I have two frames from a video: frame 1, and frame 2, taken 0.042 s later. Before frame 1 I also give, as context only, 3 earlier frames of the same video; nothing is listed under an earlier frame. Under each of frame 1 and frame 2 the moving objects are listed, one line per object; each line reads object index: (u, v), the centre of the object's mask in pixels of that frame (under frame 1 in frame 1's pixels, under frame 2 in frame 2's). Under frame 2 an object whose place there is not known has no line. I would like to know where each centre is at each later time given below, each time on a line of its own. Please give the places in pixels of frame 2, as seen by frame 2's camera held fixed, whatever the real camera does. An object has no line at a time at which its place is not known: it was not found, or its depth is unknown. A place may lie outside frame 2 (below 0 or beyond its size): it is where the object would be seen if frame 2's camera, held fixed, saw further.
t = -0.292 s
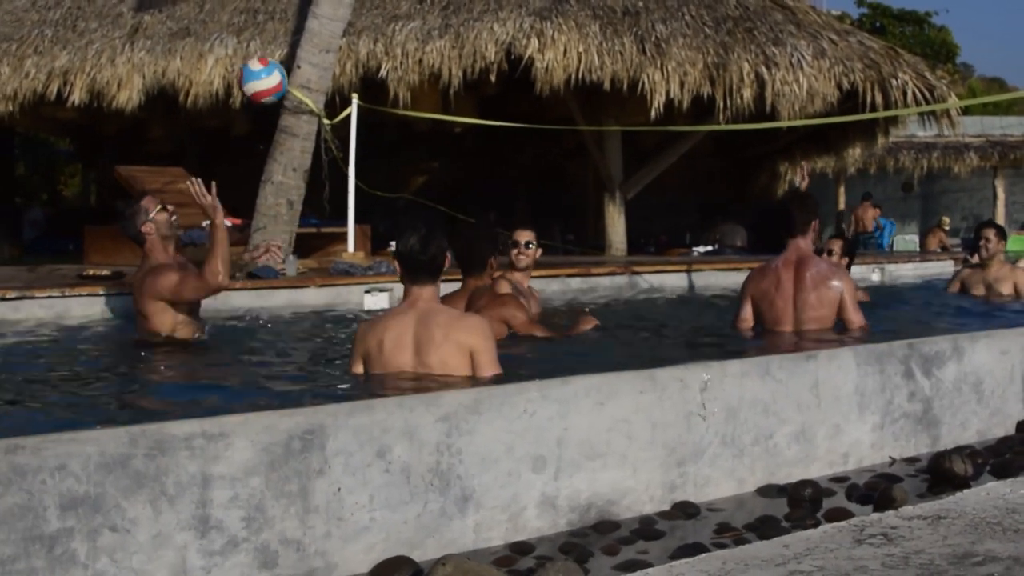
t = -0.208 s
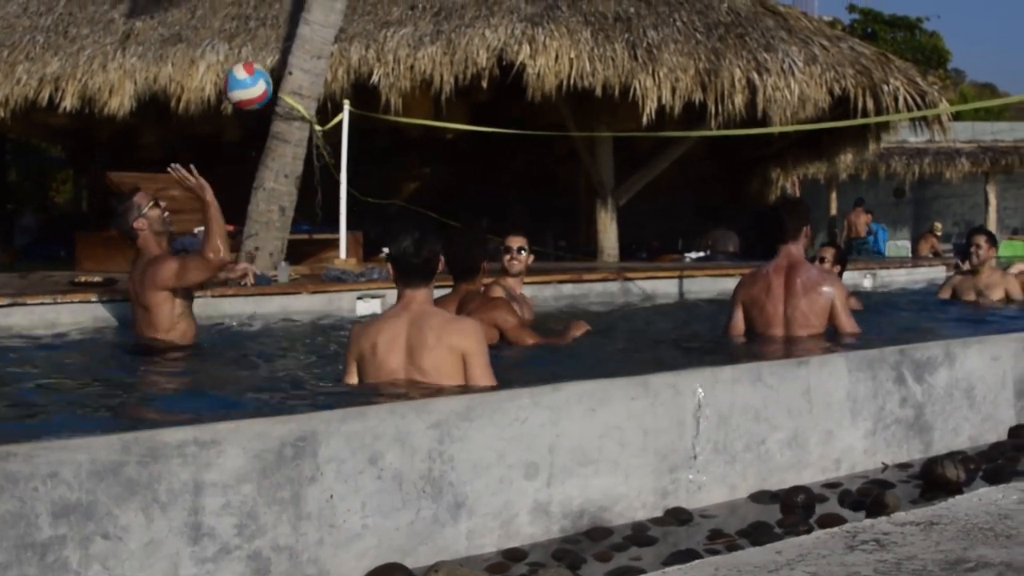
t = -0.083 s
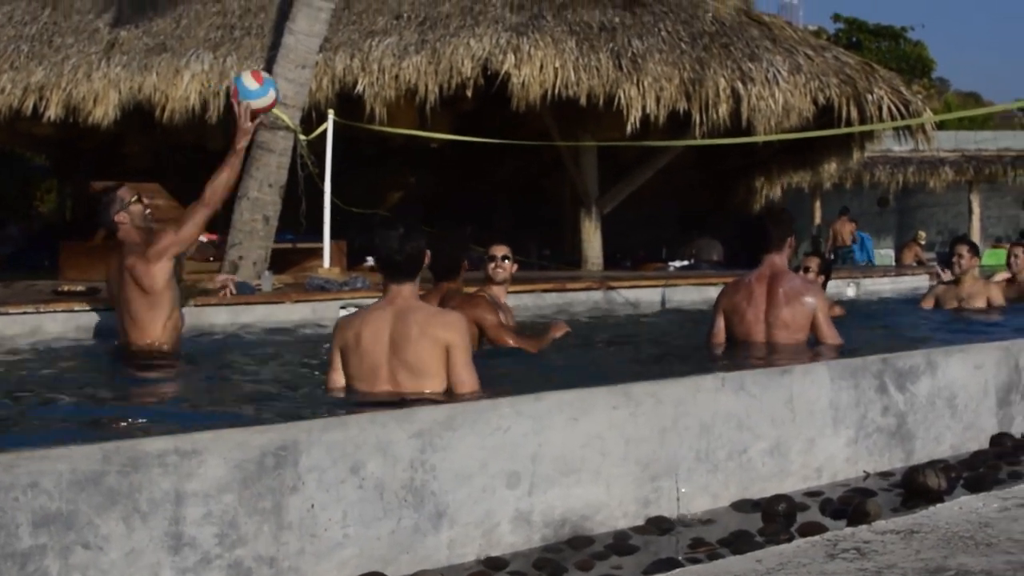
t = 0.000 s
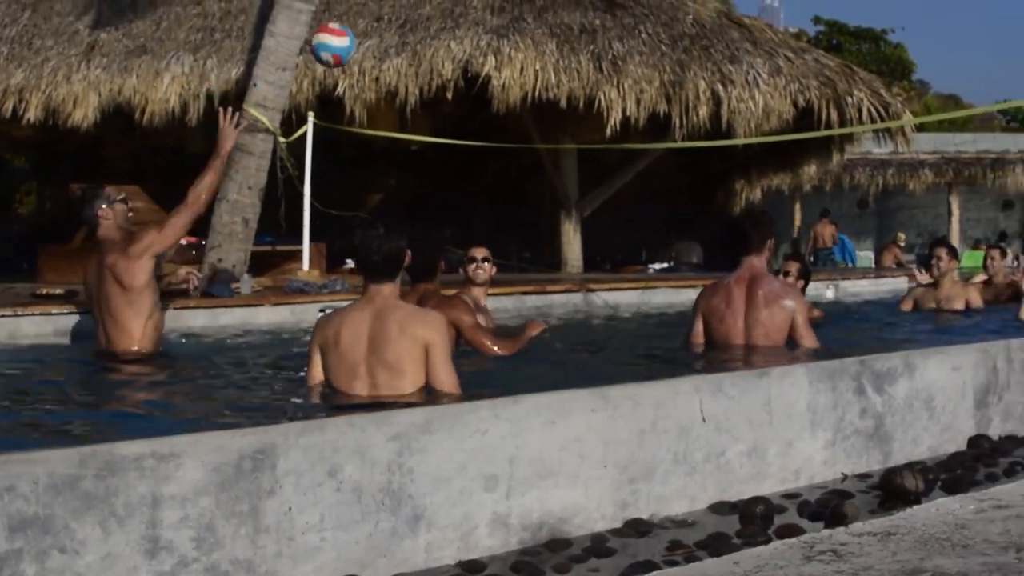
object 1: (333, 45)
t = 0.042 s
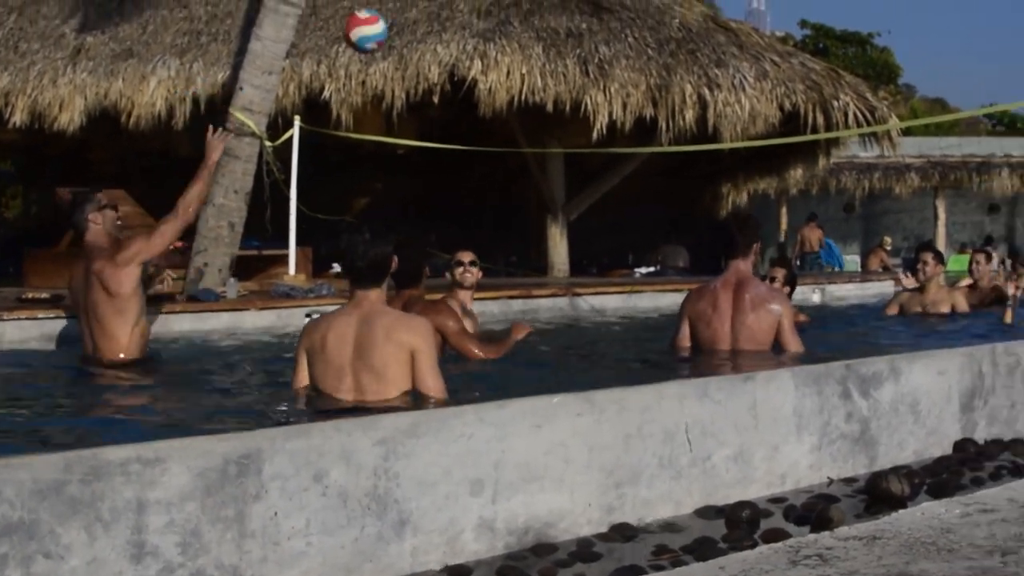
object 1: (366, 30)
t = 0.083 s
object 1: (403, 18)
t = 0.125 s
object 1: (438, 12)
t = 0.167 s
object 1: (470, 8)
